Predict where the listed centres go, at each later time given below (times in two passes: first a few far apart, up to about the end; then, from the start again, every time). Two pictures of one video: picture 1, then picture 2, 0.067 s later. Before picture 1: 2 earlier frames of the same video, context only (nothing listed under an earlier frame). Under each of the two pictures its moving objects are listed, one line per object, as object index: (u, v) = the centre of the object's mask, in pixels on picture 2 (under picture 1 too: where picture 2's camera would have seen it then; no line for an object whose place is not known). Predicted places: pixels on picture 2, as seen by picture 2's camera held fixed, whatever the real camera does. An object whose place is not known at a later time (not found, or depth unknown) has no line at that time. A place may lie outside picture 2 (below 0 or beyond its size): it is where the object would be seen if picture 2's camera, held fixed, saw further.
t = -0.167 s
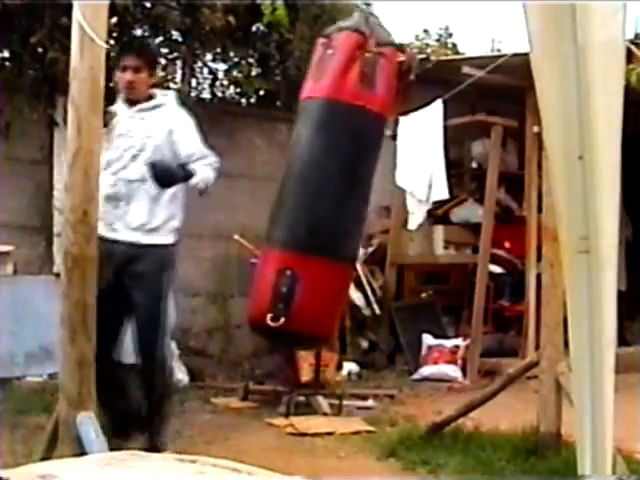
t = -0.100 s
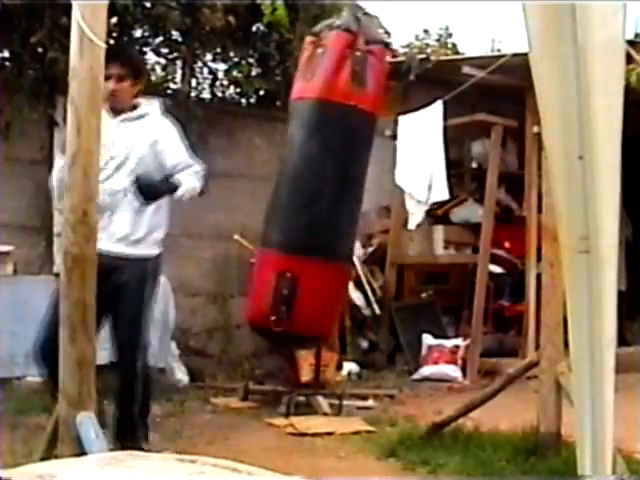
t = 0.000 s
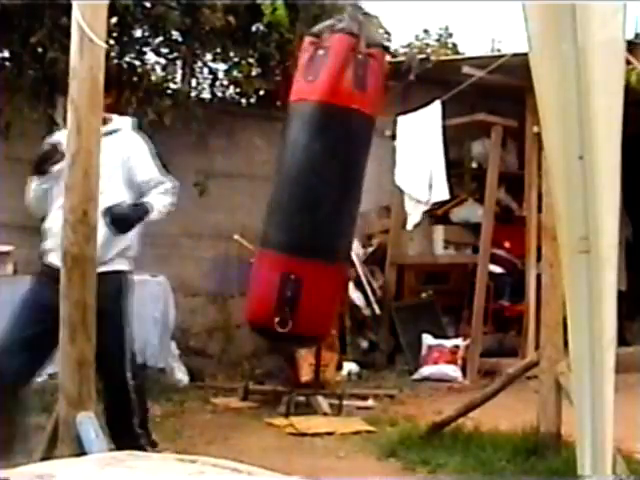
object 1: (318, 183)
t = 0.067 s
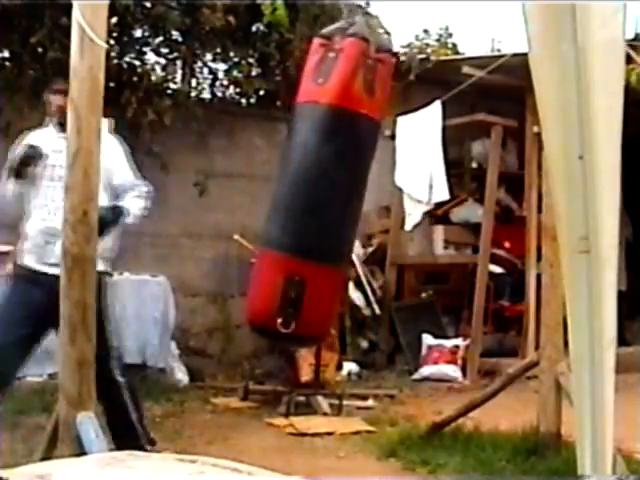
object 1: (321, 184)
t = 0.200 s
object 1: (329, 187)
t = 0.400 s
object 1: (351, 192)
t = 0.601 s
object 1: (380, 194)
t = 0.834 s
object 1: (412, 195)
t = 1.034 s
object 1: (424, 195)
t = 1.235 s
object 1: (421, 195)
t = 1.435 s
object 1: (397, 194)
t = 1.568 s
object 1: (377, 192)
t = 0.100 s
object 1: (323, 185)
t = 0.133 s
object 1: (325, 185)
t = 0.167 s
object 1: (327, 185)
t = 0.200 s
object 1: (329, 187)
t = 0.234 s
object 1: (331, 187)
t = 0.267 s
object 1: (334, 187)
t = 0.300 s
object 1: (337, 187)
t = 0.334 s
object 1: (341, 188)
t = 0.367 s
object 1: (346, 191)
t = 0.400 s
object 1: (351, 192)
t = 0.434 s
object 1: (356, 192)
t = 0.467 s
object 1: (361, 193)
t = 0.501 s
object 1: (366, 193)
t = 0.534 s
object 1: (372, 194)
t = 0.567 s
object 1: (376, 193)
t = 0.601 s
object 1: (380, 194)
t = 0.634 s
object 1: (385, 193)
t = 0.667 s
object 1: (390, 195)
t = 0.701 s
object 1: (395, 194)
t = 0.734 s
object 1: (400, 195)
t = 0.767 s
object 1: (404, 195)
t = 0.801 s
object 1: (408, 194)
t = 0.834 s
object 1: (412, 195)
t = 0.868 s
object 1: (415, 195)
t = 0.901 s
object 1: (418, 194)
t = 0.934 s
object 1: (421, 195)
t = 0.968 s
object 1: (422, 195)
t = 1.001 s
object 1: (423, 196)
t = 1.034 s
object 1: (424, 195)
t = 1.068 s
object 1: (425, 194)
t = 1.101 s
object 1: (425, 195)
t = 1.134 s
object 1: (424, 195)
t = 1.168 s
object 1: (424, 195)
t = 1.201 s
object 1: (422, 195)
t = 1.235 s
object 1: (421, 195)
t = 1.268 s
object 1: (417, 194)
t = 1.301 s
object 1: (414, 193)
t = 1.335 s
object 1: (410, 192)
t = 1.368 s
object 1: (406, 194)
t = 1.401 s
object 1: (402, 193)
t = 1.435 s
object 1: (397, 194)
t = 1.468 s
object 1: (393, 194)
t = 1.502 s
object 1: (388, 193)
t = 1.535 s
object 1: (382, 191)
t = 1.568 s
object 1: (377, 192)
